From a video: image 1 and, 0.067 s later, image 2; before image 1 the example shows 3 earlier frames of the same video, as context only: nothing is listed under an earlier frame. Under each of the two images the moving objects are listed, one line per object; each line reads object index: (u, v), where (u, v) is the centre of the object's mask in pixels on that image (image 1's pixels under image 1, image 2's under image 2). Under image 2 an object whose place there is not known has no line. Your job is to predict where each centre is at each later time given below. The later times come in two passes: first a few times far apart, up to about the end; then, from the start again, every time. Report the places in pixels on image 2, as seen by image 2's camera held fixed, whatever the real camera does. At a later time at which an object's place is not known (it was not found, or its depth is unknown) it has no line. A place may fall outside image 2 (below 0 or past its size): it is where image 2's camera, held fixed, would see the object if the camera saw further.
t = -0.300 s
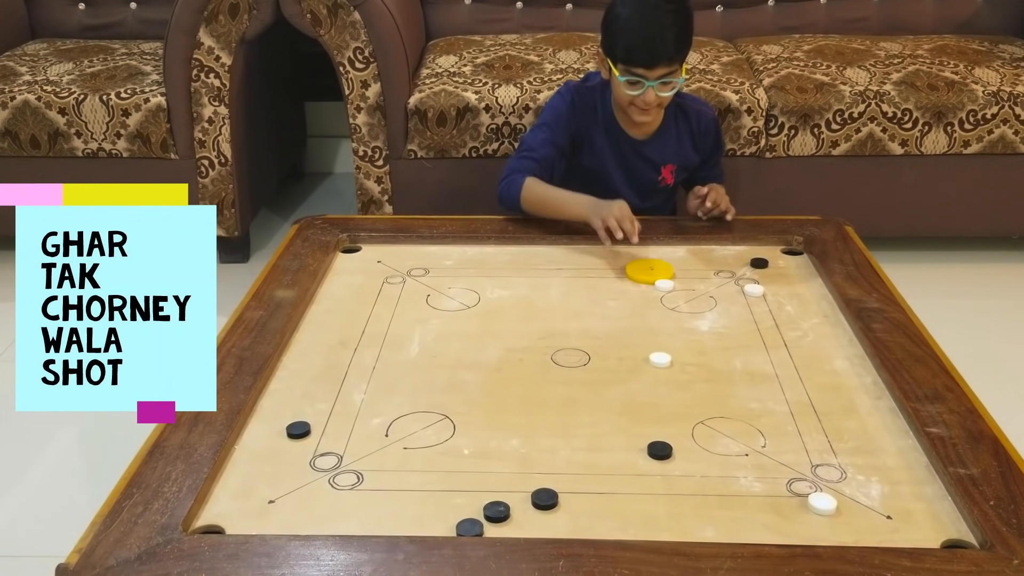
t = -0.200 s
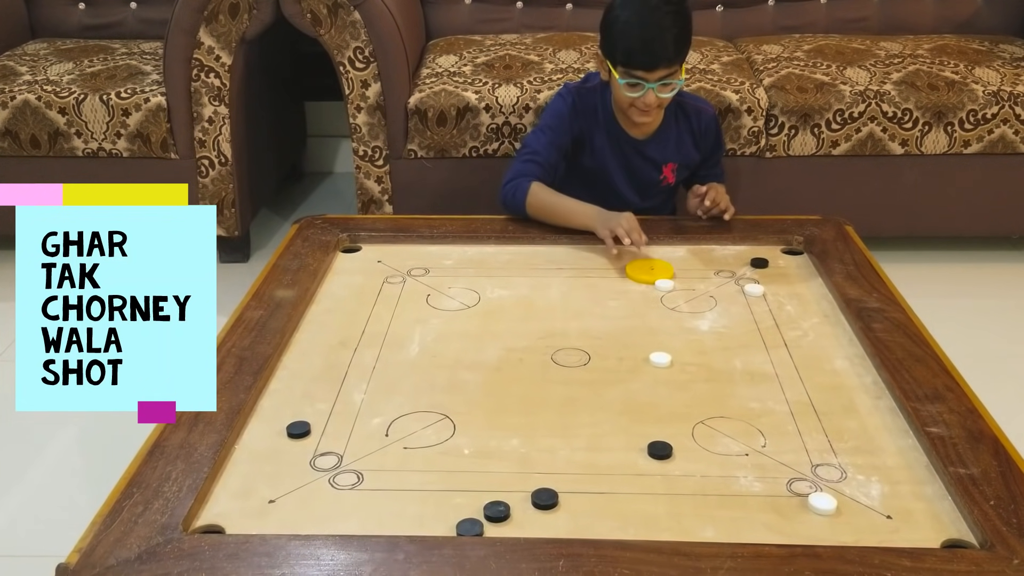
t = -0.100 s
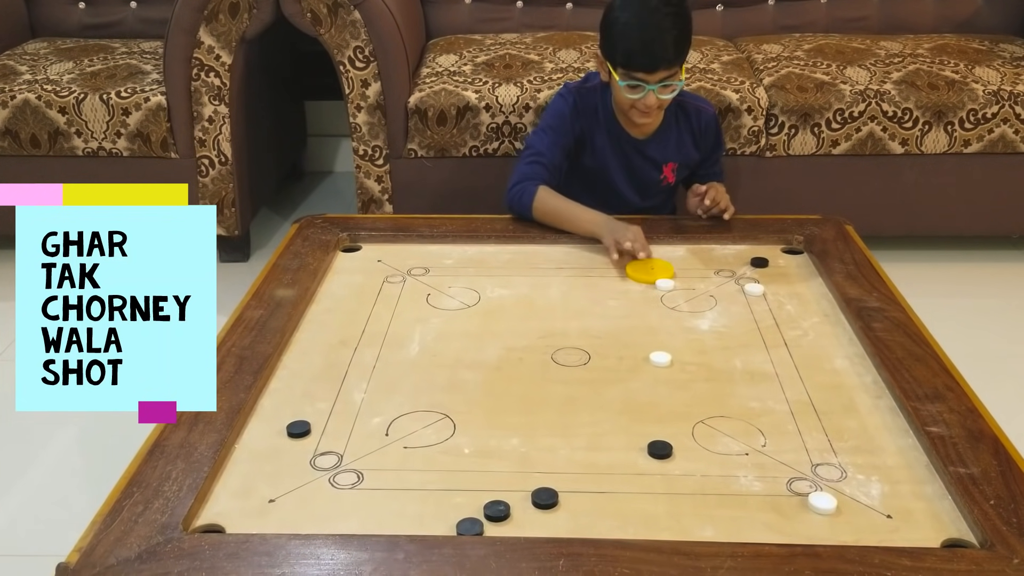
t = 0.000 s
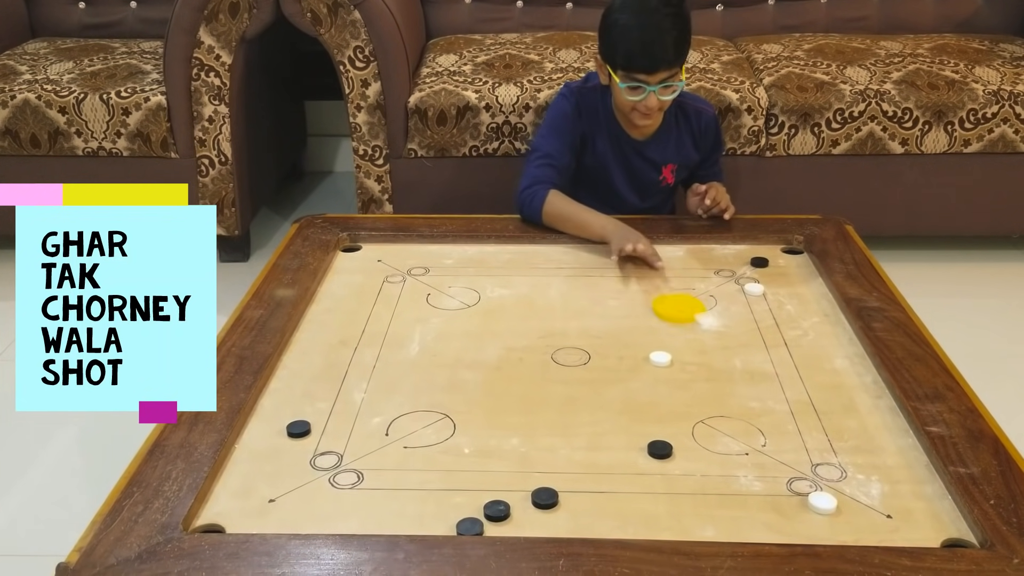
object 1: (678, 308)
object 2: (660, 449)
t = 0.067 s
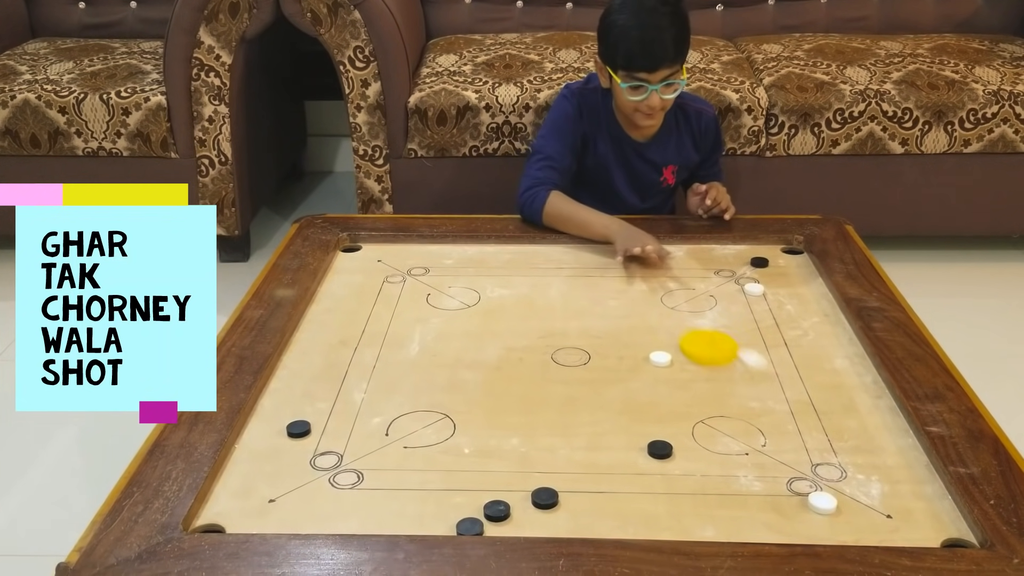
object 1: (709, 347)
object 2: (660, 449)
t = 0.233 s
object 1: (806, 473)
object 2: (660, 449)
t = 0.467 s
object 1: (843, 515)
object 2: (659, 449)
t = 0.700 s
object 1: (830, 479)
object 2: (660, 449)
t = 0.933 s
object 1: (819, 451)
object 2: (660, 449)
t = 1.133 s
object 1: (811, 433)
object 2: (664, 457)
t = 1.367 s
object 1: (804, 418)
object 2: (666, 460)
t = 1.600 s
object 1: (797, 407)
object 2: (666, 460)
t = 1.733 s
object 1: (794, 403)
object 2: (666, 460)
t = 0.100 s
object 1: (726, 369)
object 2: (660, 449)
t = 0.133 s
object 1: (743, 392)
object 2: (660, 449)
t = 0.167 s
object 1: (763, 418)
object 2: (660, 449)
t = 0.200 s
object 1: (784, 445)
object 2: (660, 449)
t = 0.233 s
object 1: (806, 473)
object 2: (660, 449)
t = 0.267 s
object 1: (825, 498)
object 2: (660, 449)
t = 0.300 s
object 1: (835, 510)
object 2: (660, 449)
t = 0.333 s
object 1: (842, 519)
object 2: (660, 449)
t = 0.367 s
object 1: (848, 525)
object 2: (660, 449)
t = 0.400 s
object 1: (848, 524)
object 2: (660, 449)
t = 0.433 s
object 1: (846, 520)
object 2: (660, 449)
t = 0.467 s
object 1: (843, 515)
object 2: (659, 449)
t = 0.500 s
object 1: (841, 509)
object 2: (660, 449)
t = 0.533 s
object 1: (839, 504)
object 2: (660, 449)
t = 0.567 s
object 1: (837, 499)
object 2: (660, 449)
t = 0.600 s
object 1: (835, 494)
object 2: (660, 449)
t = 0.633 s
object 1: (833, 489)
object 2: (660, 449)
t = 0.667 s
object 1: (832, 484)
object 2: (660, 449)
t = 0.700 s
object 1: (830, 479)
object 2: (660, 449)
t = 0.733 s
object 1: (828, 475)
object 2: (660, 449)
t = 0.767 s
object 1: (826, 471)
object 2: (660, 449)
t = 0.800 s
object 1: (825, 467)
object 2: (660, 449)
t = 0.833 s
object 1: (823, 463)
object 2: (660, 449)
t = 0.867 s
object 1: (822, 459)
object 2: (660, 449)
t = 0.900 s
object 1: (820, 455)
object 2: (660, 449)
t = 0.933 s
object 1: (819, 451)
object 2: (660, 449)
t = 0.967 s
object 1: (817, 448)
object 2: (660, 449)
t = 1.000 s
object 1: (816, 445)
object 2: (661, 450)
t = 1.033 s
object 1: (815, 442)
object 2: (662, 452)
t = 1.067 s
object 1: (814, 439)
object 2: (663, 455)
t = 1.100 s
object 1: (813, 436)
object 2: (663, 456)
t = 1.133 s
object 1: (811, 433)
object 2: (664, 457)
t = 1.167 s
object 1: (810, 431)
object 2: (664, 458)
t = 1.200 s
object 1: (809, 429)
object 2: (665, 459)
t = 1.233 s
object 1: (808, 426)
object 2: (665, 460)
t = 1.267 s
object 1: (807, 424)
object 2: (666, 460)
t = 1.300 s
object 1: (806, 422)
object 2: (666, 460)
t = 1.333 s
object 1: (805, 420)
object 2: (666, 460)
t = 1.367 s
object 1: (804, 418)
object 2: (666, 460)
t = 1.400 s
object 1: (802, 416)
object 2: (666, 460)
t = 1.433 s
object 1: (801, 415)
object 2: (666, 460)
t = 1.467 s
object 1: (800, 413)
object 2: (666, 460)
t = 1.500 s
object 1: (799, 411)
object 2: (666, 460)
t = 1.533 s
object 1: (799, 410)
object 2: (666, 460)
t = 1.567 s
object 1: (798, 409)
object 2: (666, 460)
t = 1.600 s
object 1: (797, 407)
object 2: (666, 460)
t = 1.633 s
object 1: (796, 406)
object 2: (666, 460)
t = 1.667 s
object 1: (795, 405)
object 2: (666, 460)
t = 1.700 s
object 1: (795, 404)
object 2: (666, 460)
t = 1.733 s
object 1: (794, 403)
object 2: (666, 460)
